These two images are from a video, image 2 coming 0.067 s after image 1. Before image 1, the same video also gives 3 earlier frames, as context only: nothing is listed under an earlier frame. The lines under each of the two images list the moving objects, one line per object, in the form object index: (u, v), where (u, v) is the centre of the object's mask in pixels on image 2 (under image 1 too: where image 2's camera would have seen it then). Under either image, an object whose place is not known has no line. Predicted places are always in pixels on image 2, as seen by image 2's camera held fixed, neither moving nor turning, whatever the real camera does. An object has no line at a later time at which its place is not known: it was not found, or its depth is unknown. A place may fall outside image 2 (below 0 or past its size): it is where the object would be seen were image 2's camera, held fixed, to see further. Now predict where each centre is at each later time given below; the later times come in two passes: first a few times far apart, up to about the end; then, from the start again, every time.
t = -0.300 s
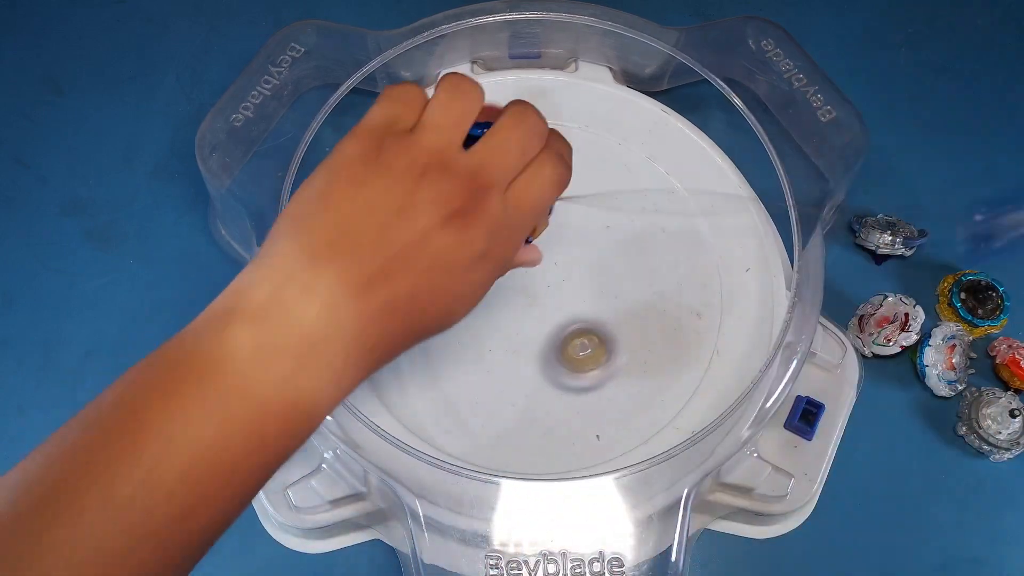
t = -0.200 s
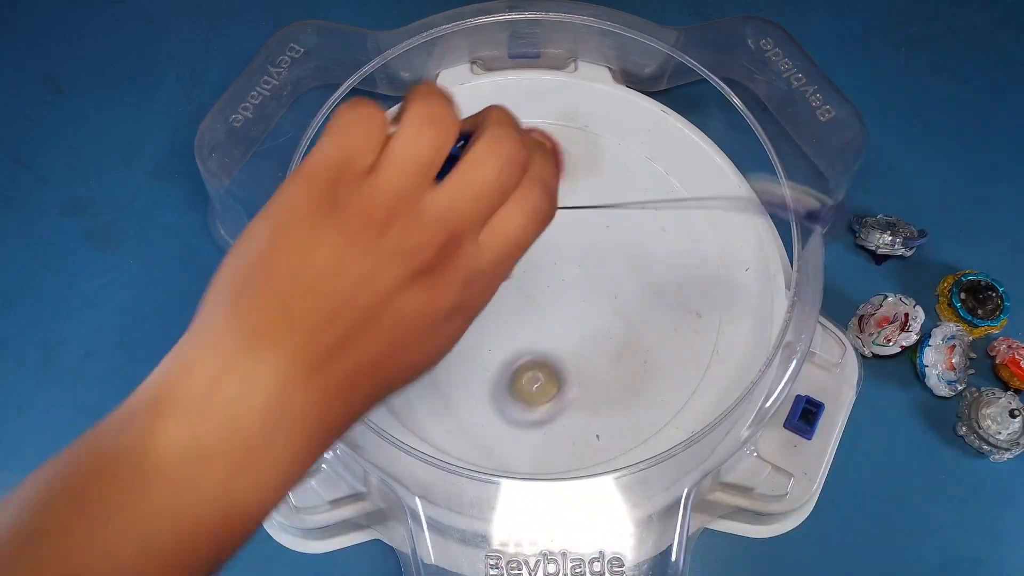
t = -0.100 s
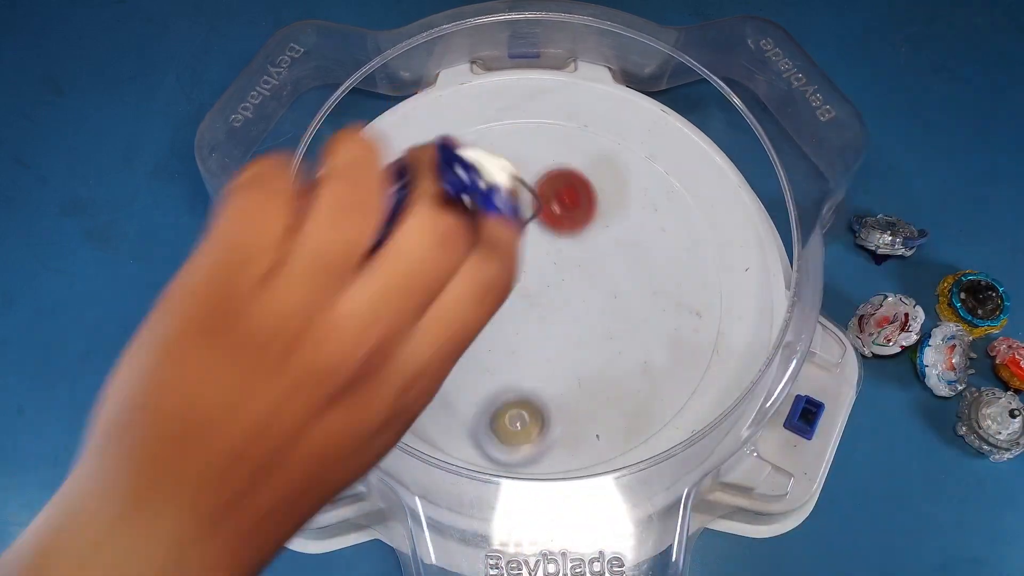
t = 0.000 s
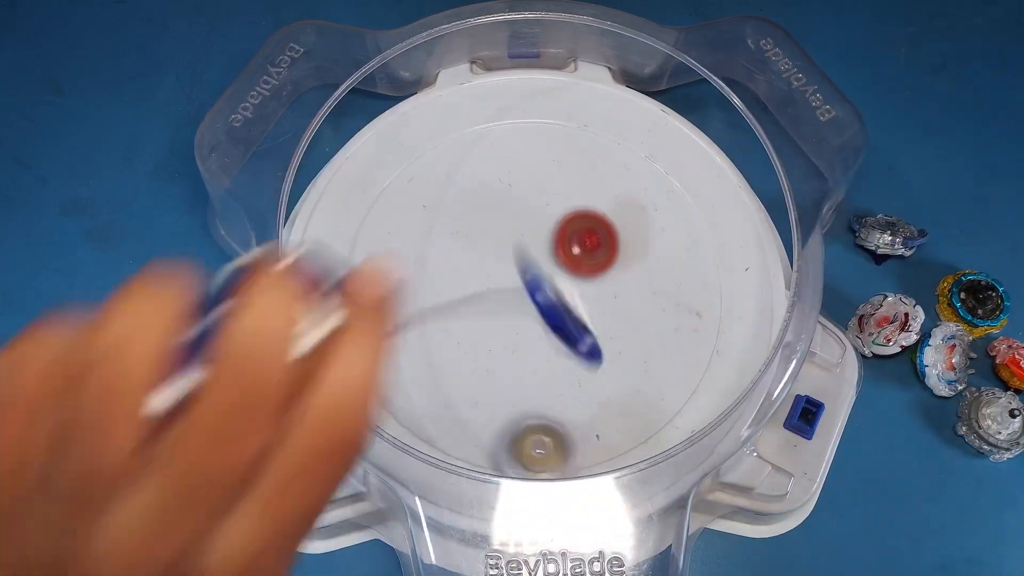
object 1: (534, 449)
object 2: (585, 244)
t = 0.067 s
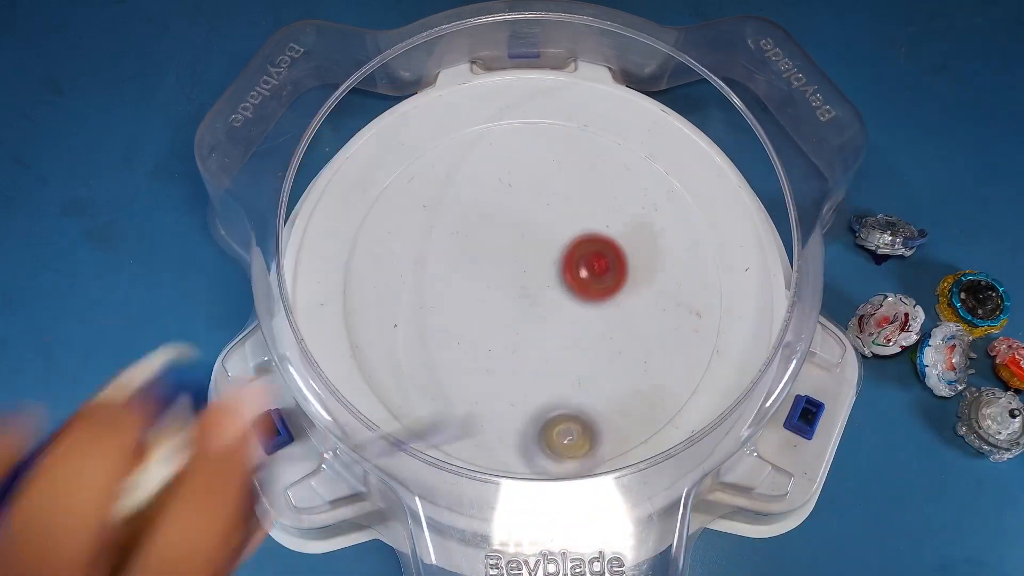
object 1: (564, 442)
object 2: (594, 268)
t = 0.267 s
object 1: (522, 365)
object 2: (606, 264)
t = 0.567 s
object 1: (424, 396)
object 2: (551, 84)
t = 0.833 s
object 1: (444, 314)
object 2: (404, 178)
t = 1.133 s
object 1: (546, 414)
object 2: (596, 246)
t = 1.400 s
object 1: (618, 271)
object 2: (613, 169)
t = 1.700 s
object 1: (516, 287)
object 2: (435, 229)
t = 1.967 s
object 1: (660, 385)
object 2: (542, 398)
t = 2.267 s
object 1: (714, 234)
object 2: (629, 110)
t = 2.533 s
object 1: (534, 212)
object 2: (348, 229)
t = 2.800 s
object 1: (404, 297)
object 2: (622, 471)
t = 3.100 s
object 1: (440, 418)
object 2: (553, 93)
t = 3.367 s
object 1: (569, 329)
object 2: (325, 301)
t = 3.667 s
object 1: (555, 182)
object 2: (644, 476)
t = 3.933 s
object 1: (453, 167)
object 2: (642, 157)
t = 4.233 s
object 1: (500, 324)
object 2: (358, 185)
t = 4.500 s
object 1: (640, 368)
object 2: (418, 444)
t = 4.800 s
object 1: (639, 262)
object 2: (725, 389)
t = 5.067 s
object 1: (489, 261)
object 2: (675, 163)
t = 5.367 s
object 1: (395, 353)
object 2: (383, 195)
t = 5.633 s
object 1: (520, 367)
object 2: (451, 432)
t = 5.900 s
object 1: (580, 249)
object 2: (688, 341)
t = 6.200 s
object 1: (462, 120)
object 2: (589, 178)
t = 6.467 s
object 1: (426, 219)
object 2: (469, 294)
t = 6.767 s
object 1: (534, 248)
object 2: (587, 403)
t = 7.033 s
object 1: (621, 213)
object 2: (603, 322)
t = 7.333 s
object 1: (562, 185)
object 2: (506, 344)
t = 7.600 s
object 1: (499, 270)
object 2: (477, 360)
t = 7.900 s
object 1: (503, 275)
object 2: (466, 344)
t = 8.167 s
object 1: (569, 227)
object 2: (445, 304)
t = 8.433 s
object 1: (620, 234)
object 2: (477, 250)
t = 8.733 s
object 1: (588, 295)
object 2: (530, 214)
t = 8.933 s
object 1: (539, 311)
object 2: (559, 230)
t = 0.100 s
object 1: (572, 430)
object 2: (596, 276)
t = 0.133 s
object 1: (575, 412)
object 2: (597, 284)
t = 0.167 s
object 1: (574, 392)
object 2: (596, 290)
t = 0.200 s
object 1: (567, 372)
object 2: (595, 294)
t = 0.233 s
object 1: (547, 365)
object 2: (599, 286)
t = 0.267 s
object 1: (522, 365)
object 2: (606, 264)
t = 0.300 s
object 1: (496, 365)
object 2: (613, 242)
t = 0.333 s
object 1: (473, 368)
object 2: (617, 219)
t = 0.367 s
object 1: (452, 372)
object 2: (619, 193)
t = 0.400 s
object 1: (434, 378)
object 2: (617, 168)
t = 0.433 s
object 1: (420, 385)
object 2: (613, 143)
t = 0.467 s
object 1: (408, 393)
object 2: (602, 123)
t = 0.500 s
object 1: (401, 400)
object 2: (586, 111)
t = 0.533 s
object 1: (410, 400)
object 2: (569, 98)
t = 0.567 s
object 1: (424, 396)
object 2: (551, 84)
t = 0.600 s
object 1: (438, 390)
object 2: (530, 80)
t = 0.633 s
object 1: (449, 381)
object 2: (509, 83)
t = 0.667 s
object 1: (456, 373)
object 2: (486, 86)
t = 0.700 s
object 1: (461, 364)
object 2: (463, 91)
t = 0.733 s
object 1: (461, 353)
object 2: (441, 103)
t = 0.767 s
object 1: (459, 340)
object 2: (425, 120)
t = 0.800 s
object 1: (452, 327)
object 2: (411, 146)
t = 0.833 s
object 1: (444, 314)
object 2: (404, 178)
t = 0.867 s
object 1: (435, 304)
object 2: (403, 221)
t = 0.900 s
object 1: (432, 320)
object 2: (410, 240)
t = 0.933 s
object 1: (431, 354)
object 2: (421, 245)
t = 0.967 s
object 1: (440, 380)
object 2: (442, 253)
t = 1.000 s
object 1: (456, 397)
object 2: (466, 261)
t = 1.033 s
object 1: (475, 411)
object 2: (499, 265)
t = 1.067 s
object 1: (499, 417)
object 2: (531, 264)
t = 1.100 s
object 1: (522, 418)
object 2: (566, 256)
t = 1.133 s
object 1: (546, 414)
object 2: (596, 246)
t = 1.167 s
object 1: (568, 407)
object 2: (623, 231)
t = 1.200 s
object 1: (590, 393)
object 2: (648, 212)
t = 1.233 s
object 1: (606, 374)
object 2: (666, 195)
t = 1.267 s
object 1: (619, 356)
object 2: (676, 177)
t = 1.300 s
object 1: (624, 335)
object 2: (664, 169)
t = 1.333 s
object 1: (626, 314)
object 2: (649, 170)
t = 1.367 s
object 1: (625, 292)
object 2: (632, 175)
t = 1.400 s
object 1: (618, 271)
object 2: (613, 169)
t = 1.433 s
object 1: (609, 252)
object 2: (589, 172)
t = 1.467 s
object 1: (598, 236)
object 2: (565, 176)
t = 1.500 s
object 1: (591, 238)
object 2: (540, 162)
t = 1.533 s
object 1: (581, 241)
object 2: (518, 153)
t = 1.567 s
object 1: (568, 241)
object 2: (495, 150)
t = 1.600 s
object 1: (553, 247)
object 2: (473, 156)
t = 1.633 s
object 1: (537, 257)
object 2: (455, 171)
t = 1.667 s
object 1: (525, 273)
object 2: (442, 194)
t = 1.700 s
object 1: (516, 287)
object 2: (435, 229)
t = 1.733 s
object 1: (511, 307)
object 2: (438, 263)
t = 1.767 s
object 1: (519, 326)
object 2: (445, 296)
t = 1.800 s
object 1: (544, 353)
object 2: (443, 319)
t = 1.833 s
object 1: (568, 371)
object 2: (449, 342)
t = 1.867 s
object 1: (594, 381)
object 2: (464, 362)
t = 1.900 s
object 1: (614, 387)
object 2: (485, 378)
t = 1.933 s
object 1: (640, 388)
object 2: (511, 390)
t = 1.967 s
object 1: (660, 385)
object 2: (542, 398)
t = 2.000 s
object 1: (677, 379)
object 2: (578, 398)
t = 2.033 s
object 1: (698, 366)
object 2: (616, 389)
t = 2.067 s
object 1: (713, 346)
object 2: (642, 370)
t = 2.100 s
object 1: (731, 329)
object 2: (659, 338)
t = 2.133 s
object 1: (753, 294)
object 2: (687, 258)
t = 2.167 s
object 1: (746, 277)
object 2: (691, 219)
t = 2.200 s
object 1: (740, 261)
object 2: (680, 179)
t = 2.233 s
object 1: (729, 246)
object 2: (656, 146)
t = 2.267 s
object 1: (714, 234)
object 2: (629, 110)
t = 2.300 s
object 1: (697, 224)
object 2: (601, 86)
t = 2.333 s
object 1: (675, 215)
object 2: (558, 88)
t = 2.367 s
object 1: (651, 207)
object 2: (517, 95)
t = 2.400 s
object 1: (624, 201)
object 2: (480, 106)
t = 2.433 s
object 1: (602, 200)
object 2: (439, 126)
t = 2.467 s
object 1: (578, 202)
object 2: (403, 154)
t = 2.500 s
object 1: (555, 207)
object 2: (372, 190)
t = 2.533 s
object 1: (534, 212)
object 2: (348, 229)
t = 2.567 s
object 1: (513, 220)
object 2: (332, 276)
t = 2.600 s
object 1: (494, 228)
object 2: (332, 328)
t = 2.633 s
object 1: (476, 236)
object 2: (338, 386)
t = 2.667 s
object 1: (461, 244)
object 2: (381, 428)
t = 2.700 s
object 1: (443, 255)
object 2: (433, 455)
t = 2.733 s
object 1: (428, 270)
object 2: (485, 476)
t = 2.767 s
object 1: (416, 283)
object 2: (556, 465)
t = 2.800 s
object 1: (404, 297)
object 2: (622, 471)
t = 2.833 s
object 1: (393, 311)
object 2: (665, 458)
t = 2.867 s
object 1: (384, 325)
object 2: (669, 401)
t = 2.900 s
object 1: (381, 339)
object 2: (680, 347)
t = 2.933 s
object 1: (376, 359)
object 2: (682, 299)
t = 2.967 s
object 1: (378, 375)
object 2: (675, 242)
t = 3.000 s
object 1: (387, 385)
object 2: (663, 193)
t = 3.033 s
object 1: (404, 398)
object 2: (635, 147)
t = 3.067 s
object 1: (421, 408)
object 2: (594, 117)
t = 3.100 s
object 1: (440, 418)
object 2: (553, 93)
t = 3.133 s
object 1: (460, 422)
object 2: (504, 79)
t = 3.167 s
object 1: (483, 417)
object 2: (464, 101)
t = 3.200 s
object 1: (503, 407)
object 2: (425, 127)
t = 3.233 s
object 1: (524, 396)
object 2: (387, 153)
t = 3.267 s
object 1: (539, 383)
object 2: (360, 186)
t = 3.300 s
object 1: (551, 366)
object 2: (338, 222)
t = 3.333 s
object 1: (561, 348)
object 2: (327, 254)
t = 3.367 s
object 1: (569, 329)
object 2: (325, 301)
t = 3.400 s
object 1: (574, 311)
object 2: (325, 339)
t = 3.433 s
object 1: (578, 294)
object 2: (339, 379)
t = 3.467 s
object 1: (579, 275)
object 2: (364, 420)
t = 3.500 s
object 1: (579, 257)
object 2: (399, 446)
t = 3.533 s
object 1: (578, 240)
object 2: (447, 471)
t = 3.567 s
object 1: (576, 225)
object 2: (485, 482)
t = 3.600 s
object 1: (571, 210)
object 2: (537, 468)
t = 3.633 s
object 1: (564, 195)
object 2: (582, 464)
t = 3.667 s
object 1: (555, 182)
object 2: (644, 476)
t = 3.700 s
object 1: (546, 169)
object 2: (674, 453)
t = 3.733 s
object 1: (536, 157)
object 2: (686, 406)
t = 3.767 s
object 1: (524, 149)
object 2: (697, 367)
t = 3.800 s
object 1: (510, 143)
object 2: (701, 323)
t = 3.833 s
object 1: (495, 143)
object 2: (698, 278)
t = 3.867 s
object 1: (478, 146)
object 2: (688, 237)
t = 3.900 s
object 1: (464, 154)
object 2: (669, 196)
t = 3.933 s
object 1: (453, 167)
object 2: (642, 157)
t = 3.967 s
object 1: (446, 183)
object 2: (608, 128)
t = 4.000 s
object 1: (441, 202)
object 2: (568, 109)
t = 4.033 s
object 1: (441, 223)
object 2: (530, 93)
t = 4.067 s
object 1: (445, 242)
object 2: (493, 81)
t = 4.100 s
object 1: (452, 261)
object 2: (459, 96)
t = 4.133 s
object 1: (464, 281)
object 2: (430, 111)
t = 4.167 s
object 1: (474, 295)
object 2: (403, 131)
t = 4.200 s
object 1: (487, 311)
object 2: (378, 156)
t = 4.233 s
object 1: (500, 324)
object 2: (358, 185)
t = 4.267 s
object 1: (517, 339)
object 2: (342, 219)
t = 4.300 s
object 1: (535, 346)
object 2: (331, 253)
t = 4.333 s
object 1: (551, 353)
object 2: (327, 289)
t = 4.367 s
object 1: (567, 362)
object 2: (333, 323)
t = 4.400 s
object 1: (585, 366)
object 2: (347, 355)
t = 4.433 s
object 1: (603, 369)
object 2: (361, 390)
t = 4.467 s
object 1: (620, 371)
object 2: (385, 419)
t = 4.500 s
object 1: (640, 368)
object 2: (418, 444)
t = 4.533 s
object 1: (655, 363)
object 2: (454, 465)
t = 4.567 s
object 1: (668, 355)
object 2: (488, 473)
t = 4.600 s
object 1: (676, 344)
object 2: (534, 464)
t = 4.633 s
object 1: (682, 328)
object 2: (570, 463)
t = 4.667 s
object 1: (685, 312)
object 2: (615, 466)
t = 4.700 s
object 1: (680, 296)
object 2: (648, 463)
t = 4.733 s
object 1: (669, 282)
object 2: (680, 442)
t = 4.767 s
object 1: (655, 271)
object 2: (704, 418)
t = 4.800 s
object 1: (639, 262)
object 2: (725, 389)
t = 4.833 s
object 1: (619, 256)
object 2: (734, 358)
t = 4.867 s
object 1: (600, 251)
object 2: (744, 329)
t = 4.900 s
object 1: (580, 249)
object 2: (748, 297)
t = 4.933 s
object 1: (561, 248)
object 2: (744, 266)
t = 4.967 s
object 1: (541, 250)
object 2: (734, 237)
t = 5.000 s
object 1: (524, 252)
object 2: (716, 210)
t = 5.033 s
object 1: (506, 256)
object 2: (698, 185)
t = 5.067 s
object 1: (489, 261)
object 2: (675, 163)
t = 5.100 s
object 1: (472, 268)
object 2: (647, 146)
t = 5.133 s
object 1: (456, 274)
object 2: (616, 133)
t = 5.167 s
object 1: (442, 282)
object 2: (580, 125)
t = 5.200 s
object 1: (429, 290)
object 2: (543, 120)
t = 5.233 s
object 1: (417, 300)
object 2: (507, 122)
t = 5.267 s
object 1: (407, 312)
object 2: (471, 132)
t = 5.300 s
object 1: (400, 325)
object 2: (437, 147)
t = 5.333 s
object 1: (395, 340)
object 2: (407, 169)
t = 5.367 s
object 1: (395, 353)
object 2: (383, 195)
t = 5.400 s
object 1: (403, 367)
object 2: (364, 225)
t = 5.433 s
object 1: (413, 379)
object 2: (353, 259)
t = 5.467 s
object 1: (426, 388)
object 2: (348, 293)
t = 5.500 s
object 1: (446, 392)
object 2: (354, 329)
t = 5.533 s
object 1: (467, 390)
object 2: (371, 363)
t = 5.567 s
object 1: (487, 386)
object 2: (393, 392)
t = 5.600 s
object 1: (506, 378)
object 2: (420, 414)
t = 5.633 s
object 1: (520, 367)
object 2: (451, 432)
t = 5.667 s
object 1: (532, 355)
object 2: (486, 445)
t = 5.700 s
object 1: (546, 342)
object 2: (521, 450)
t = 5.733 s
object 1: (557, 327)
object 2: (560, 448)
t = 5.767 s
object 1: (565, 311)
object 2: (598, 439)
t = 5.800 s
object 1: (572, 296)
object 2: (630, 423)
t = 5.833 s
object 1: (576, 281)
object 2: (658, 400)
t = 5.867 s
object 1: (578, 265)
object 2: (676, 372)
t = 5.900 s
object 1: (580, 249)
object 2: (688, 341)
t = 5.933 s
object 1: (582, 235)
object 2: (692, 310)
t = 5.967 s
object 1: (583, 221)
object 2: (690, 280)
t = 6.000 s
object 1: (580, 208)
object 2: (681, 250)
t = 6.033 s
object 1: (576, 194)
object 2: (665, 223)
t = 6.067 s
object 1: (569, 182)
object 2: (645, 200)
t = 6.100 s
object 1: (545, 159)
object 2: (634, 189)
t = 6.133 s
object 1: (513, 140)
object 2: (626, 183)
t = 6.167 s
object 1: (484, 126)
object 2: (610, 179)
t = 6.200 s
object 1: (462, 120)
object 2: (589, 178)
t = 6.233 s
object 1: (450, 132)
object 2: (566, 183)
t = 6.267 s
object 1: (441, 143)
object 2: (545, 190)
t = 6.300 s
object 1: (432, 157)
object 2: (527, 201)
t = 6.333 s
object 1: (429, 173)
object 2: (511, 214)
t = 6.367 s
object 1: (424, 187)
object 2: (497, 229)
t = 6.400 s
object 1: (422, 197)
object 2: (482, 245)
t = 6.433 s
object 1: (423, 208)
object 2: (472, 268)
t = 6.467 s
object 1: (426, 219)
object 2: (469, 294)
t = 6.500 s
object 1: (431, 224)
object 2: (469, 316)
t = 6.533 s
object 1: (441, 230)
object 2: (475, 338)
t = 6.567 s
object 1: (452, 235)
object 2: (482, 358)
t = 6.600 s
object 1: (465, 239)
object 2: (492, 375)
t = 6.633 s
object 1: (479, 243)
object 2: (508, 392)
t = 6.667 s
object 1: (495, 245)
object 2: (528, 404)
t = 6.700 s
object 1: (507, 246)
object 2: (550, 408)
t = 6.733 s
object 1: (521, 247)
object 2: (571, 408)
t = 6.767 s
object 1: (534, 248)
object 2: (587, 403)
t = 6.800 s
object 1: (546, 249)
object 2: (603, 395)
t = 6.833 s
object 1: (560, 250)
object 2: (619, 384)
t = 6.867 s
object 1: (573, 251)
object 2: (628, 365)
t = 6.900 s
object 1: (584, 251)
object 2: (629, 348)
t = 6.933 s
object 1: (598, 252)
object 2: (626, 332)
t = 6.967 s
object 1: (611, 243)
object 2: (622, 324)
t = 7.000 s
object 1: (618, 225)
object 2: (614, 323)
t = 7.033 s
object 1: (621, 213)
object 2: (603, 322)
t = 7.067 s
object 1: (620, 202)
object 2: (593, 323)
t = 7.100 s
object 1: (621, 193)
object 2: (584, 323)
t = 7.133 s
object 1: (620, 184)
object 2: (571, 323)
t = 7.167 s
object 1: (615, 175)
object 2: (557, 326)
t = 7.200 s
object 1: (607, 168)
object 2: (547, 331)
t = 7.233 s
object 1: (596, 165)
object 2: (537, 332)
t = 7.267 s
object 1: (583, 169)
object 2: (524, 334)
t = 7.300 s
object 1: (571, 177)
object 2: (513, 340)
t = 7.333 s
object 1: (562, 185)
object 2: (506, 344)
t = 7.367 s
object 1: (552, 193)
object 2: (497, 346)
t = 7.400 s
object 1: (542, 203)
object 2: (487, 350)
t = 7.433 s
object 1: (533, 214)
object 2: (483, 355)
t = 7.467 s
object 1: (526, 225)
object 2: (480, 357)
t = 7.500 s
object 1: (519, 238)
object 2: (476, 359)
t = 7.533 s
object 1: (513, 248)
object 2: (475, 363)
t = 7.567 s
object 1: (507, 258)
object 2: (477, 362)
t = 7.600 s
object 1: (499, 270)
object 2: (477, 360)
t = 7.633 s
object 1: (493, 280)
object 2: (480, 359)
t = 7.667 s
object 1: (497, 283)
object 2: (470, 363)
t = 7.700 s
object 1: (503, 277)
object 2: (470, 364)
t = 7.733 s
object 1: (505, 277)
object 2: (465, 362)
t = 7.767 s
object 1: (502, 278)
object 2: (467, 363)
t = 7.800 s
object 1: (499, 279)
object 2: (468, 358)
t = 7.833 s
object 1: (496, 279)
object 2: (468, 355)
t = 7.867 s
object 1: (497, 280)
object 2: (472, 348)
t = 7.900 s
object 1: (503, 275)
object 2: (466, 344)
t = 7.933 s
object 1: (517, 267)
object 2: (462, 342)
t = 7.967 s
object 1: (528, 253)
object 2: (452, 337)
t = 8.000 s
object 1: (536, 249)
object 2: (450, 330)
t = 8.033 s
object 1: (540, 244)
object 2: (446, 328)
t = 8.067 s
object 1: (545, 238)
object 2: (445, 320)
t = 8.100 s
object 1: (554, 232)
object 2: (444, 316)
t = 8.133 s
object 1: (560, 229)
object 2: (443, 308)
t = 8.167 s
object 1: (569, 227)
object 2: (445, 304)
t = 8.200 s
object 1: (578, 224)
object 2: (445, 295)
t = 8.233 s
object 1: (585, 222)
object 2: (450, 290)
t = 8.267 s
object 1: (595, 222)
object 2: (451, 281)
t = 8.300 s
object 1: (601, 222)
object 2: (458, 276)
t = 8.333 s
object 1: (608, 225)
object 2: (459, 270)
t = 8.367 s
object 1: (613, 226)
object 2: (467, 263)
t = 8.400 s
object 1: (616, 230)
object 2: (470, 258)
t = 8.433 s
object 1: (620, 234)
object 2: (477, 250)
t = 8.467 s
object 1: (620, 238)
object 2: (483, 247)
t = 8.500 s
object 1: (619, 245)
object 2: (490, 239)
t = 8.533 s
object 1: (616, 251)
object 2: (497, 236)
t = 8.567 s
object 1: (613, 262)
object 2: (502, 229)
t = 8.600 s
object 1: (610, 265)
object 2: (509, 226)
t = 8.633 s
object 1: (605, 273)
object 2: (513, 223)
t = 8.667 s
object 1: (600, 280)
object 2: (520, 219)
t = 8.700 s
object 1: (593, 286)
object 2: (525, 219)
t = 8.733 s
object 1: (588, 295)
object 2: (530, 214)
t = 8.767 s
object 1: (579, 297)
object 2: (537, 216)
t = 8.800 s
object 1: (570, 300)
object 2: (541, 216)
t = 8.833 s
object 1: (564, 307)
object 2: (548, 218)
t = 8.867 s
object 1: (555, 309)
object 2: (550, 222)
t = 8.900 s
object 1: (548, 310)
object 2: (555, 223)
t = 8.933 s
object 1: (539, 311)
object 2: (559, 230)
